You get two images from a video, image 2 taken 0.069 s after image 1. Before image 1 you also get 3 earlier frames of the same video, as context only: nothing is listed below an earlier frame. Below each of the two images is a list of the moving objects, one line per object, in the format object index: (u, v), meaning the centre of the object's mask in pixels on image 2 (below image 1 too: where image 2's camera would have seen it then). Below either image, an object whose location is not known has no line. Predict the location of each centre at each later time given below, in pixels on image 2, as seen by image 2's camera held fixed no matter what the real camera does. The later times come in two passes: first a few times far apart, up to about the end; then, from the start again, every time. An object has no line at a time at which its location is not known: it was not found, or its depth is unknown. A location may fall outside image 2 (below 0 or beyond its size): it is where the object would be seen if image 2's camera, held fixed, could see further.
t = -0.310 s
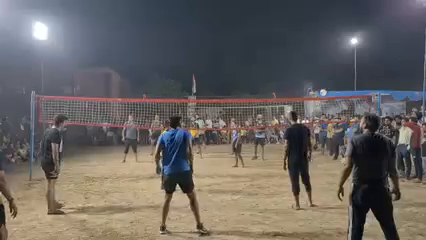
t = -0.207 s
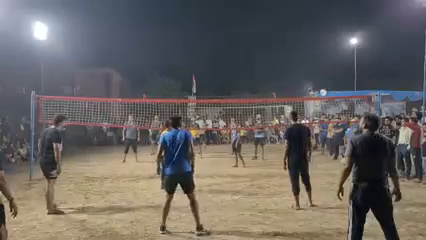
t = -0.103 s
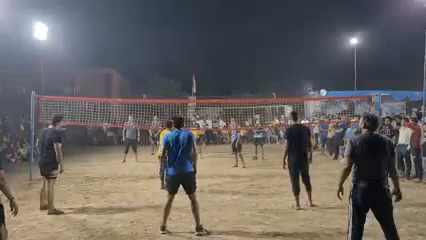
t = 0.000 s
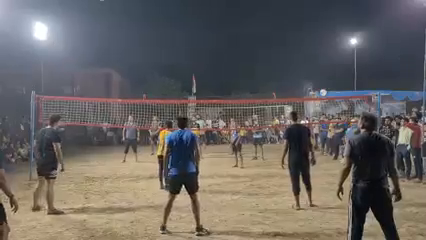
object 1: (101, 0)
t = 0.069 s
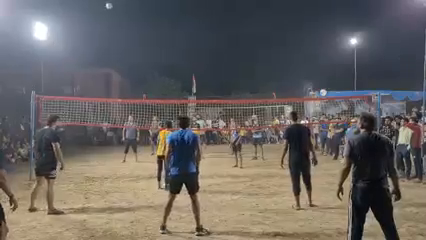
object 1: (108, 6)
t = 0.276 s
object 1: (126, 33)
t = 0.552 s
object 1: (143, 76)
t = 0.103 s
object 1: (112, 10)
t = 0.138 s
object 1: (116, 15)
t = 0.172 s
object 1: (118, 19)
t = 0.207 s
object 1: (121, 24)
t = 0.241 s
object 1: (124, 28)
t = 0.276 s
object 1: (126, 33)
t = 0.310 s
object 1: (129, 38)
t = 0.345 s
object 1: (131, 43)
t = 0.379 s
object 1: (133, 48)
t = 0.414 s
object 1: (135, 53)
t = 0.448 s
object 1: (138, 60)
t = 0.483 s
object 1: (140, 66)
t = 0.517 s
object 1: (141, 71)
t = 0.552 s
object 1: (143, 76)
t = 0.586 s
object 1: (145, 81)
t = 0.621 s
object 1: (147, 87)
